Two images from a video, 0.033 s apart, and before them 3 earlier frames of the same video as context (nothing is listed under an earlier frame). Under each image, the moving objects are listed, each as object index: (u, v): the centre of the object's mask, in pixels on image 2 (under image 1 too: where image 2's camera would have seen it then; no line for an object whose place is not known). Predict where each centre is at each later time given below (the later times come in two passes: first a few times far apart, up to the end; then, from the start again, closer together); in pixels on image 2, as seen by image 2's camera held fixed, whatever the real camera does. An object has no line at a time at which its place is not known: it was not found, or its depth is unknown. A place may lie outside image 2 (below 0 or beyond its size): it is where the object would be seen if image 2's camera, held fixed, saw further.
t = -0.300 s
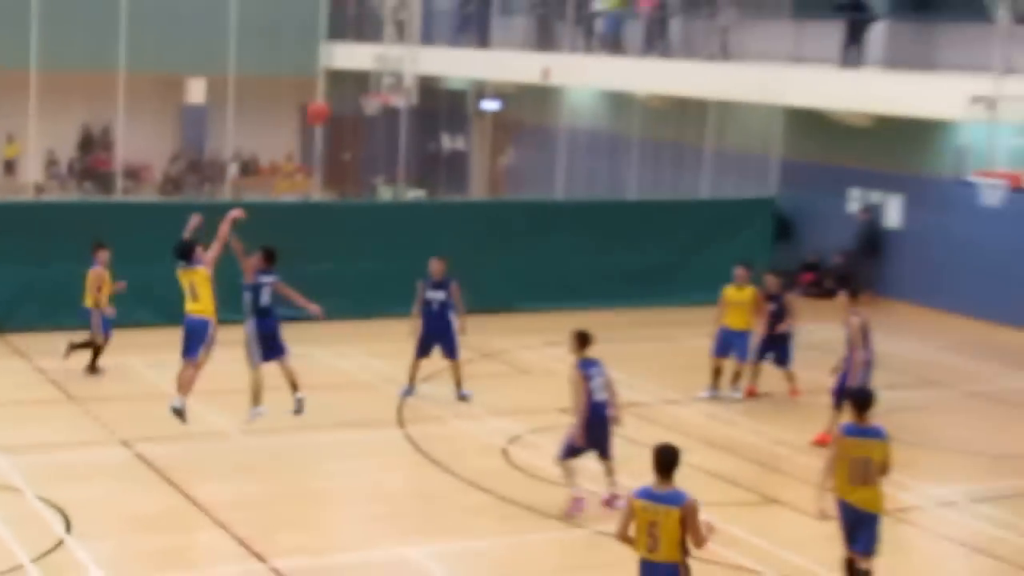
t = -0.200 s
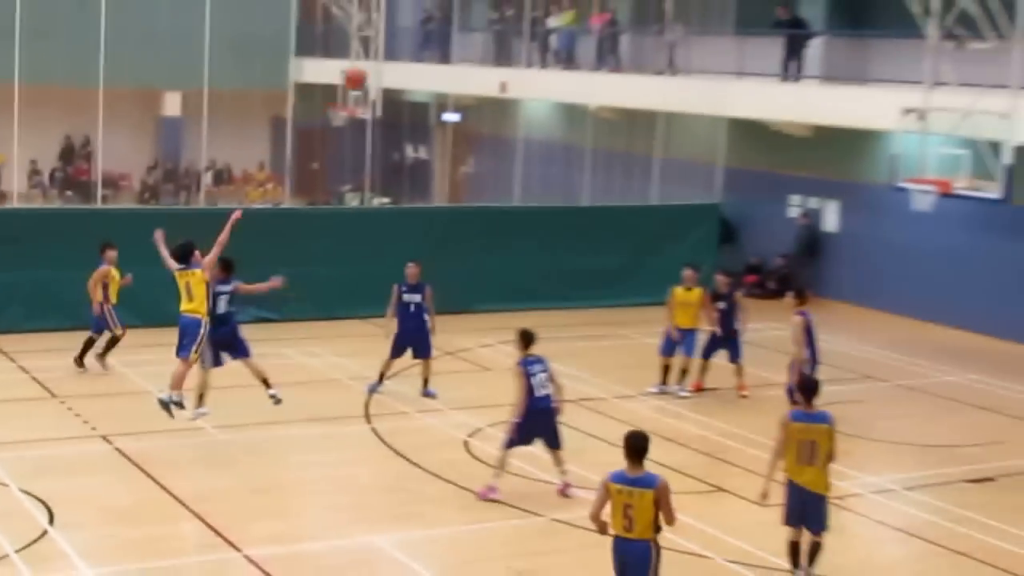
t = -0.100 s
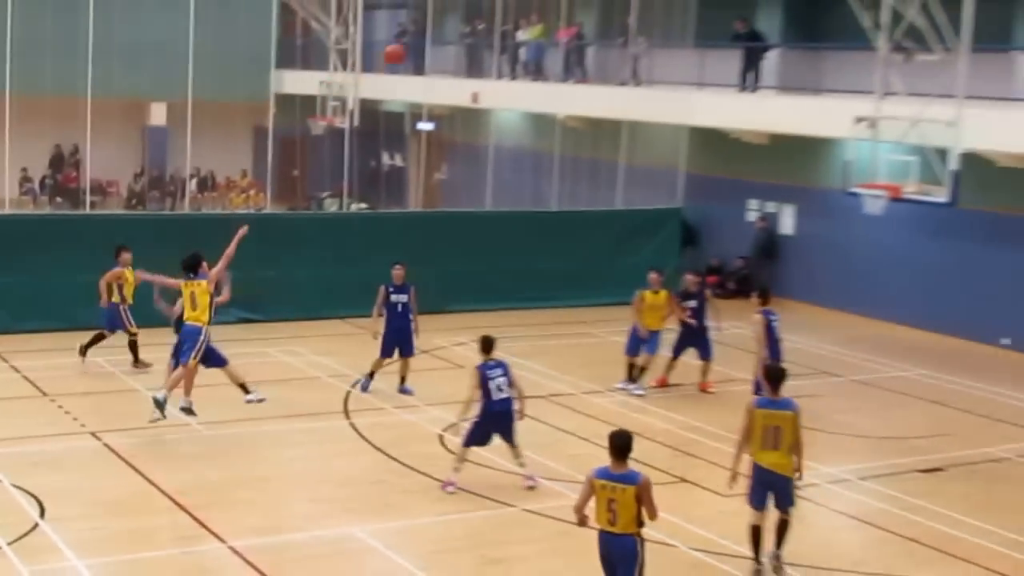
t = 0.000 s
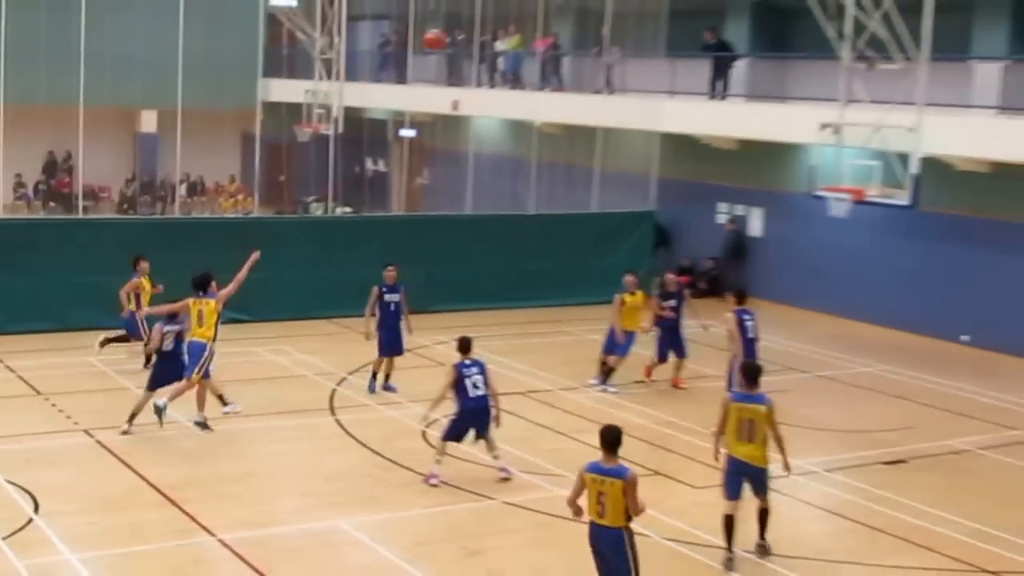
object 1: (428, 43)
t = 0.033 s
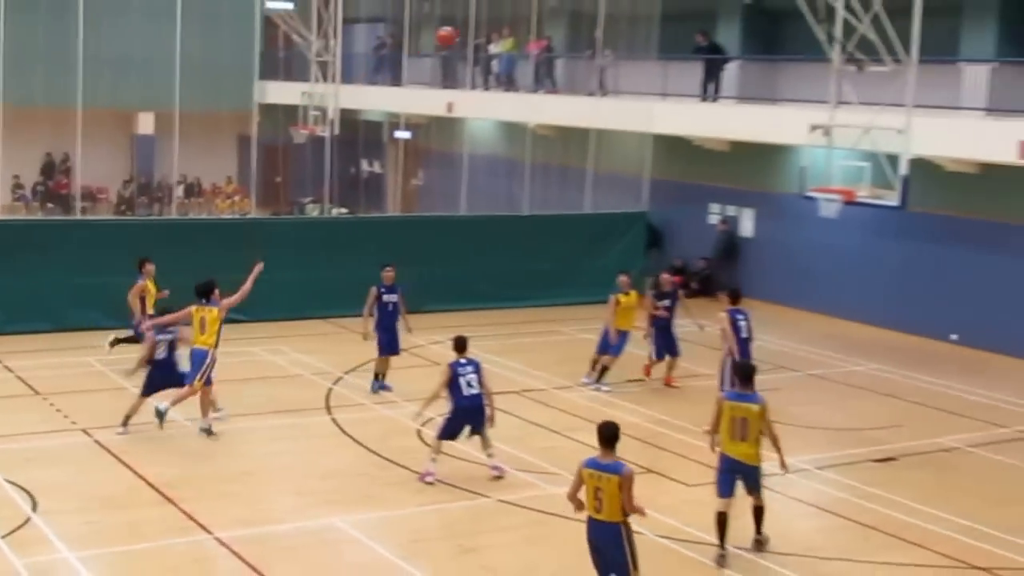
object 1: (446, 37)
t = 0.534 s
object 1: (684, 54)
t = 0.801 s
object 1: (789, 140)
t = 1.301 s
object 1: (806, 280)
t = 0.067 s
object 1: (463, 32)
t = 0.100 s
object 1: (480, 29)
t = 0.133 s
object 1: (497, 25)
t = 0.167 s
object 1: (513, 23)
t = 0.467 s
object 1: (656, 43)
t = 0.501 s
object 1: (671, 47)
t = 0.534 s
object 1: (684, 54)
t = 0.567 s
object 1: (699, 63)
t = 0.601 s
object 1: (712, 72)
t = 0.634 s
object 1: (727, 82)
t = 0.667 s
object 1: (741, 93)
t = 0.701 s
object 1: (752, 102)
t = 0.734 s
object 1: (765, 115)
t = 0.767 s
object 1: (777, 126)
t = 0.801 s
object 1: (789, 140)
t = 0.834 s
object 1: (801, 153)
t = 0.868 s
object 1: (812, 168)
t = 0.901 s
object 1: (824, 182)
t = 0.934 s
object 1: (838, 196)
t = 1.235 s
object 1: (814, 257)
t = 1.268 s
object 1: (810, 268)
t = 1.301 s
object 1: (806, 280)
